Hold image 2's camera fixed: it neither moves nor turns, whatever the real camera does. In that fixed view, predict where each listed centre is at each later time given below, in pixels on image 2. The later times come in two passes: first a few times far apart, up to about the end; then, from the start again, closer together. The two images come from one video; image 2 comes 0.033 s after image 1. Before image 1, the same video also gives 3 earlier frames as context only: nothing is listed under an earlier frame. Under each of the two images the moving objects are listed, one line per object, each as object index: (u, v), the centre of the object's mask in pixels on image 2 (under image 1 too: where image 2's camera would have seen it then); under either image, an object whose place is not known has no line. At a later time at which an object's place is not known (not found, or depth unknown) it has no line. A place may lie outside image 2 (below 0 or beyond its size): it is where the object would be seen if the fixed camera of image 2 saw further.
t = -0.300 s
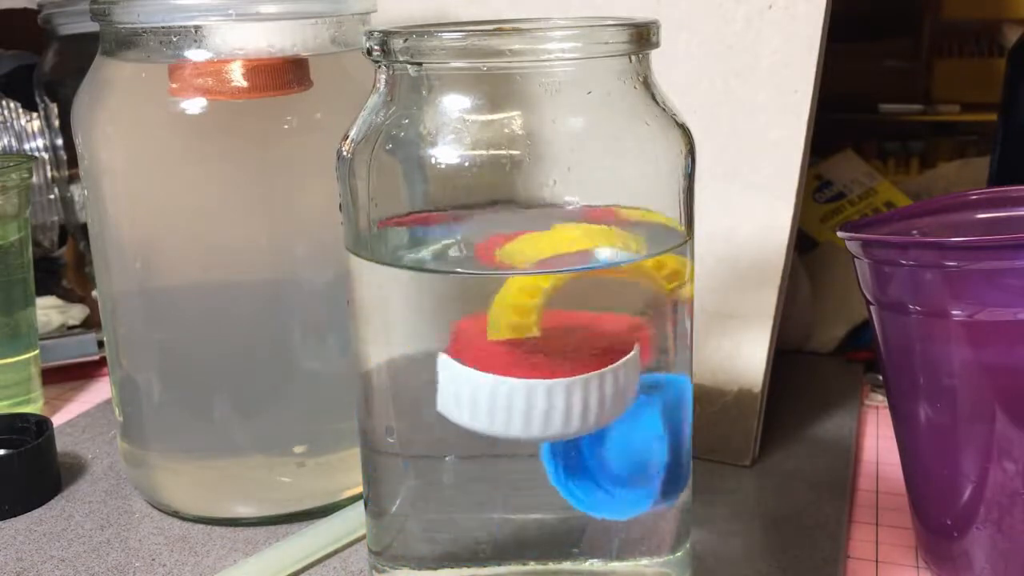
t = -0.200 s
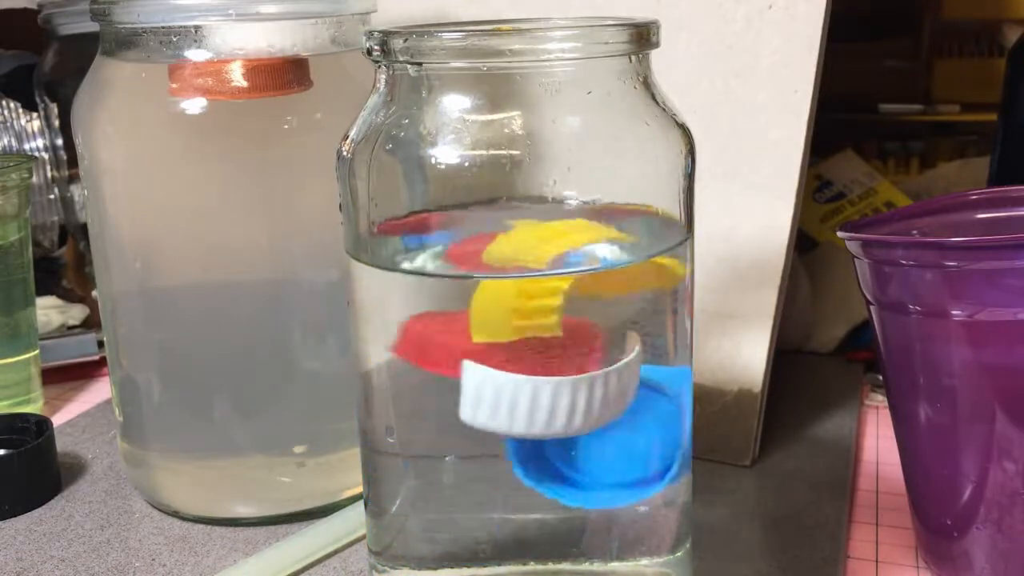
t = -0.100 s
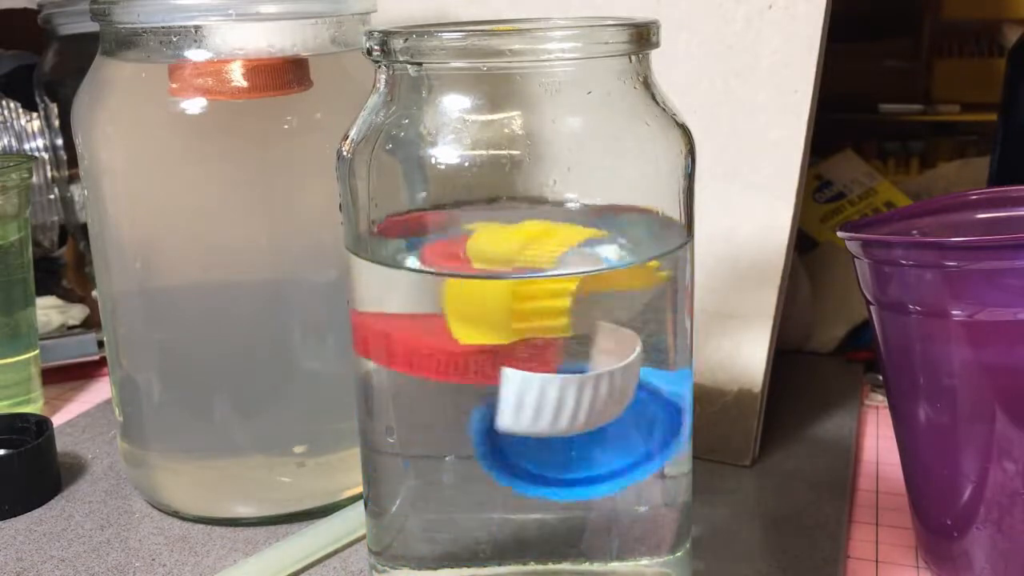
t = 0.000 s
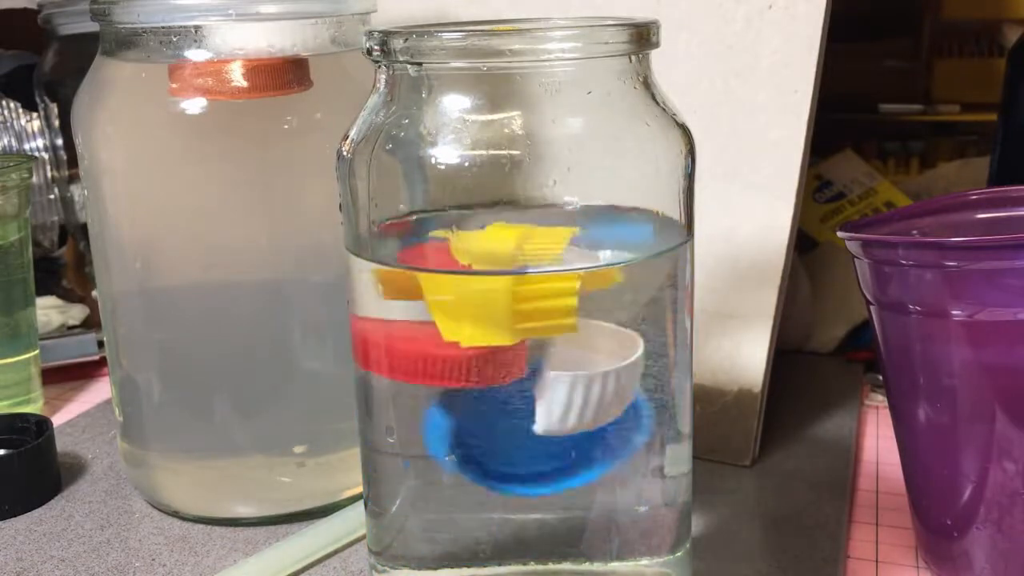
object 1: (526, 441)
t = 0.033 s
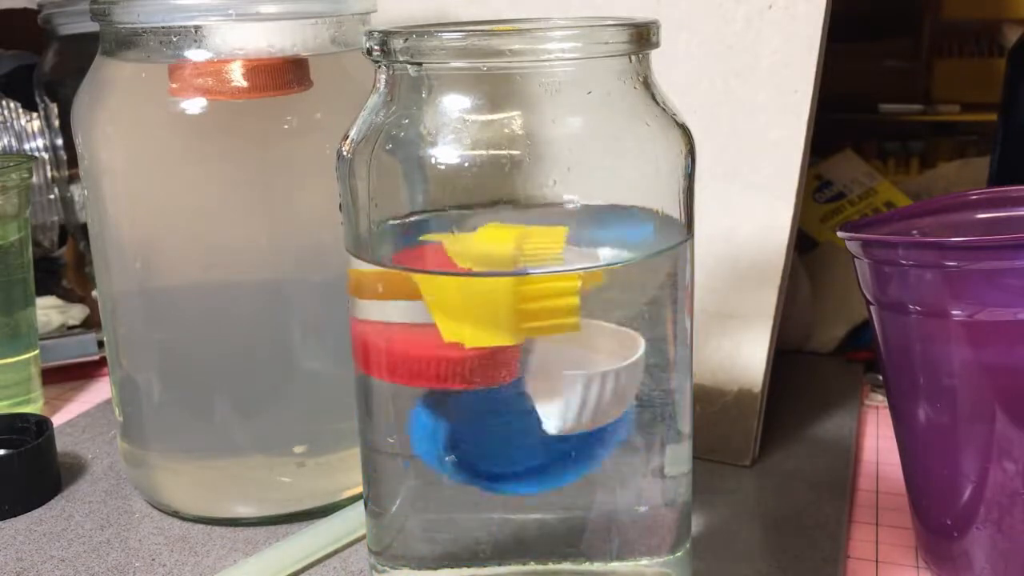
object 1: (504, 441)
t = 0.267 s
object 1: (428, 452)
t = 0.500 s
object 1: (412, 454)
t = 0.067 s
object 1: (487, 441)
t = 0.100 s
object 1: (478, 440)
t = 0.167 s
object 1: (457, 441)
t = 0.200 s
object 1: (447, 444)
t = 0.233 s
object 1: (438, 447)
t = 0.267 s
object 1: (428, 452)
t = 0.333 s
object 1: (401, 451)
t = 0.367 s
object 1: (402, 452)
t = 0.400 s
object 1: (403, 452)
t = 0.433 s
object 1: (405, 453)
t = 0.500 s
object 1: (412, 454)
